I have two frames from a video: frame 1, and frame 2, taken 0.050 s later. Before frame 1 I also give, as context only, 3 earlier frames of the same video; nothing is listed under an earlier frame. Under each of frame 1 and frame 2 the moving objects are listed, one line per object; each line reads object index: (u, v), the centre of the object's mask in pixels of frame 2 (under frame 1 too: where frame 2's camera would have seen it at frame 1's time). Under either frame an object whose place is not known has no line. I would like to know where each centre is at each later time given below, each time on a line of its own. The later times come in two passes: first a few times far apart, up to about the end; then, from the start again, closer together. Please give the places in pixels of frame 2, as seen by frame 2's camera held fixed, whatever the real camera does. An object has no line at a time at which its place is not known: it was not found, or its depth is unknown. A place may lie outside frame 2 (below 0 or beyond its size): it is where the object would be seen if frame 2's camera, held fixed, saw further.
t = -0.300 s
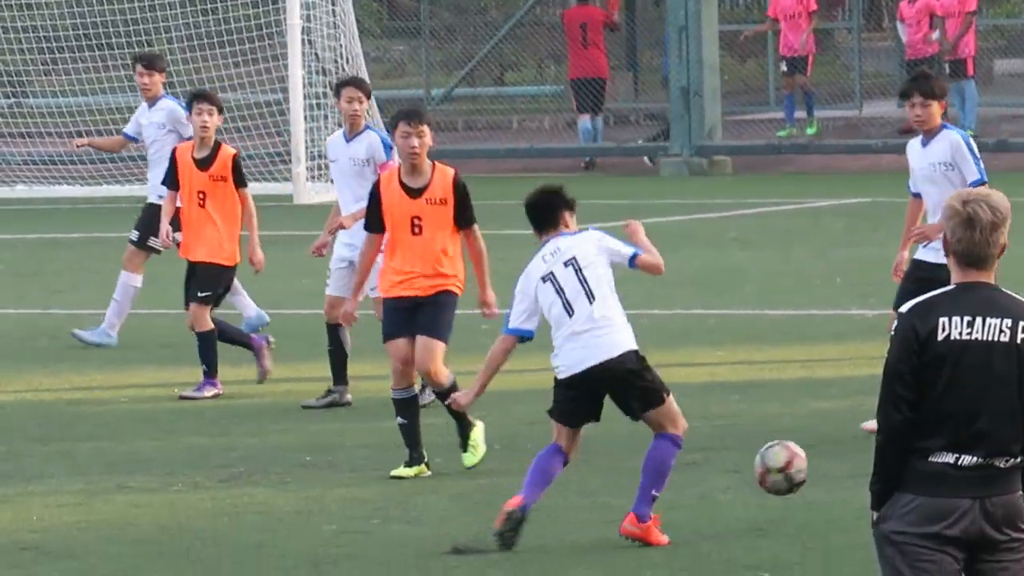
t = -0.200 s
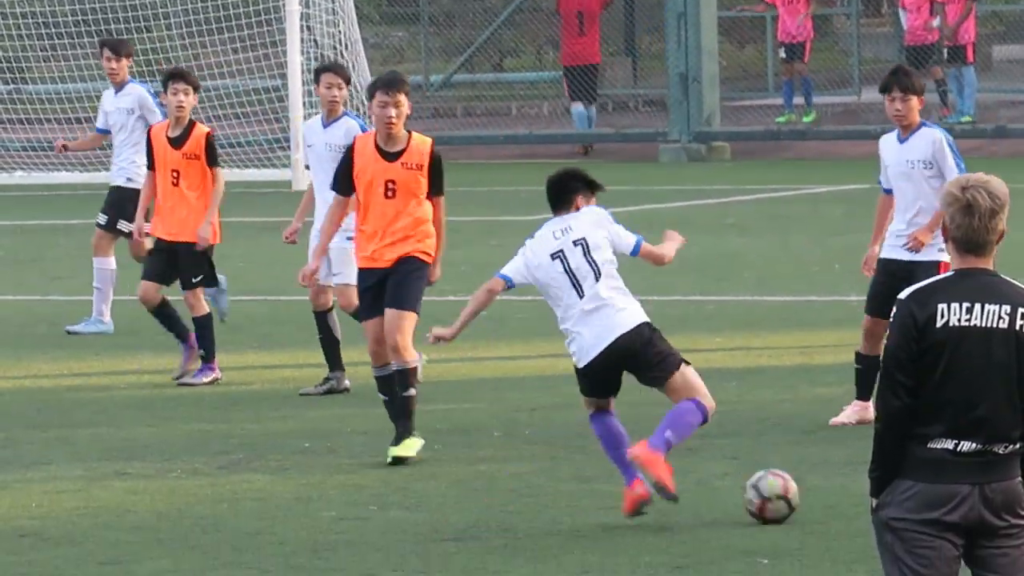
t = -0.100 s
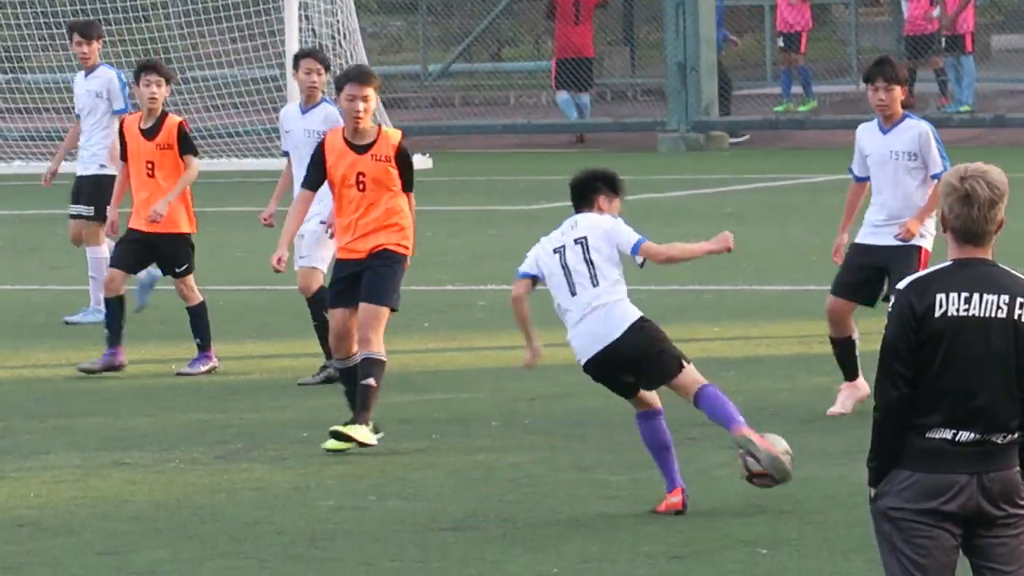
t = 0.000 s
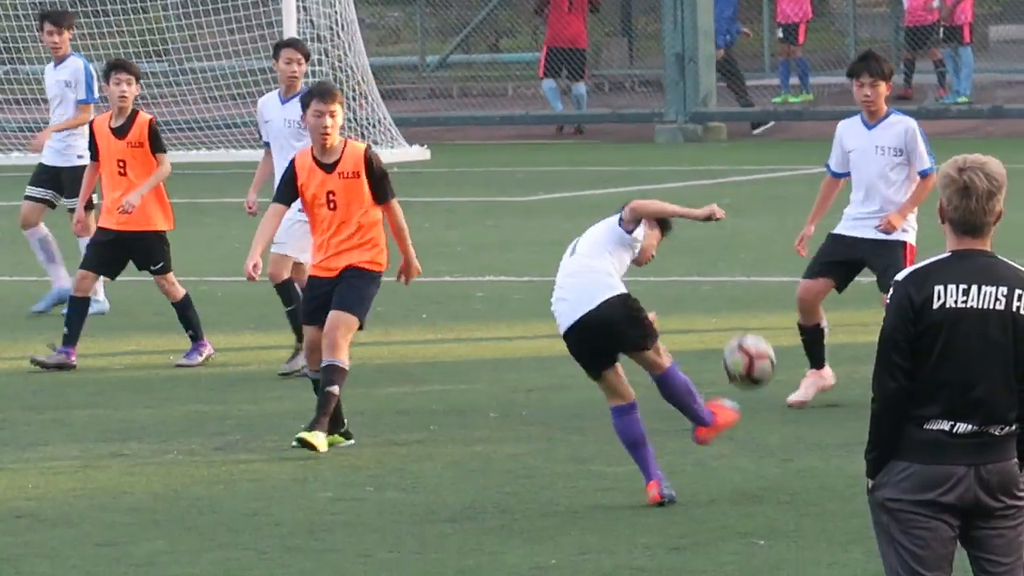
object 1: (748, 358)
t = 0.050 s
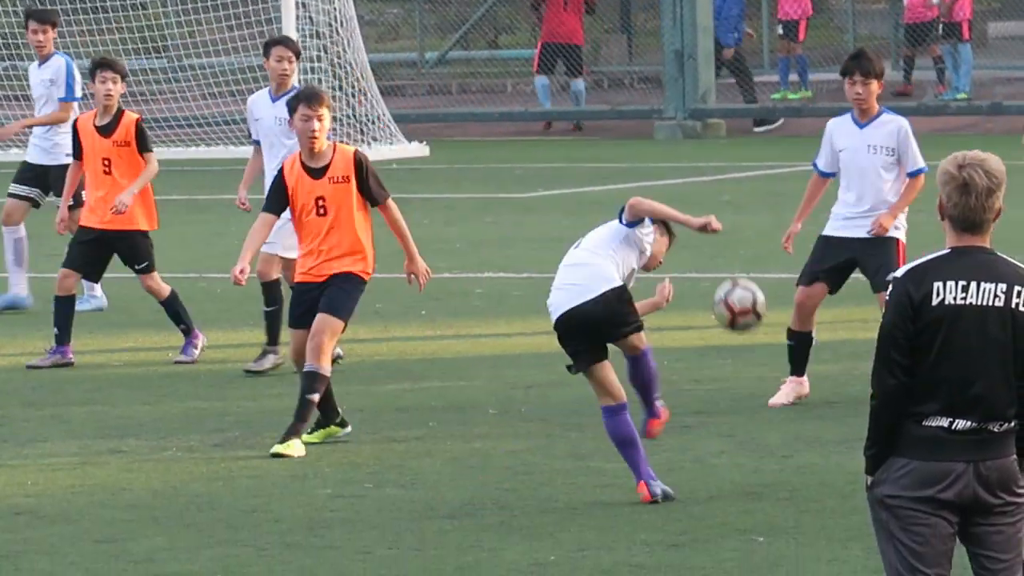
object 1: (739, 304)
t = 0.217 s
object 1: (721, 175)
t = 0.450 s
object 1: (709, 89)
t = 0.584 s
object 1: (708, 85)
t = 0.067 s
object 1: (738, 288)
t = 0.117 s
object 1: (731, 245)
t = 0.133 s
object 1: (729, 232)
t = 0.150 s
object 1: (727, 220)
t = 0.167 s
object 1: (726, 208)
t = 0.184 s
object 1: (724, 196)
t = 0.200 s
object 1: (723, 185)
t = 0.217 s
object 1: (721, 175)
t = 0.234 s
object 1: (719, 165)
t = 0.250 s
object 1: (718, 156)
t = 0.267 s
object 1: (717, 148)
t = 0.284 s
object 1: (716, 139)
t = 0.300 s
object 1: (715, 132)
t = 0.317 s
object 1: (714, 125)
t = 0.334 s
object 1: (713, 119)
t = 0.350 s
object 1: (712, 113)
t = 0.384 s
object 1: (710, 104)
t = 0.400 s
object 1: (710, 99)
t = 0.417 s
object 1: (709, 93)
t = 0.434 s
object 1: (709, 90)
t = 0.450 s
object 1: (709, 89)
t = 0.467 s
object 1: (708, 87)
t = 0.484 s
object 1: (708, 86)
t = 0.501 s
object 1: (707, 84)
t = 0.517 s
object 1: (708, 83)
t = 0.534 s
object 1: (708, 83)
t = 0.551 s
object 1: (708, 83)
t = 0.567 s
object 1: (708, 84)
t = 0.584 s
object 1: (708, 85)
